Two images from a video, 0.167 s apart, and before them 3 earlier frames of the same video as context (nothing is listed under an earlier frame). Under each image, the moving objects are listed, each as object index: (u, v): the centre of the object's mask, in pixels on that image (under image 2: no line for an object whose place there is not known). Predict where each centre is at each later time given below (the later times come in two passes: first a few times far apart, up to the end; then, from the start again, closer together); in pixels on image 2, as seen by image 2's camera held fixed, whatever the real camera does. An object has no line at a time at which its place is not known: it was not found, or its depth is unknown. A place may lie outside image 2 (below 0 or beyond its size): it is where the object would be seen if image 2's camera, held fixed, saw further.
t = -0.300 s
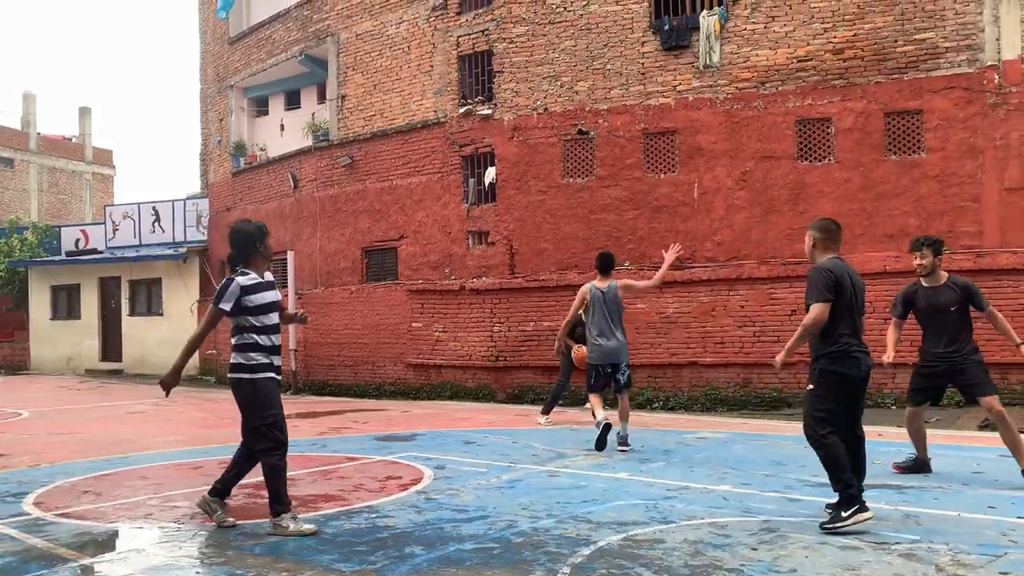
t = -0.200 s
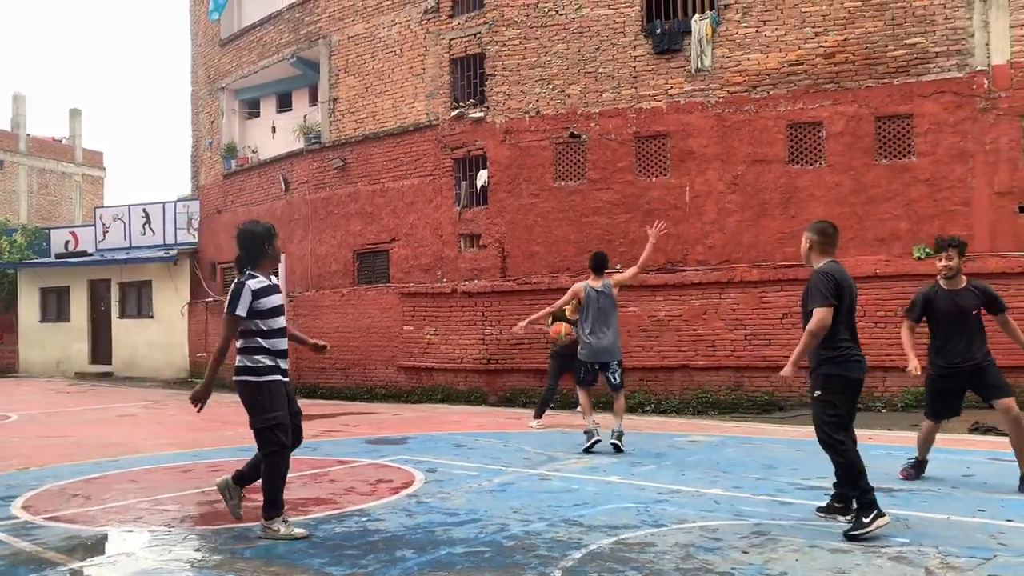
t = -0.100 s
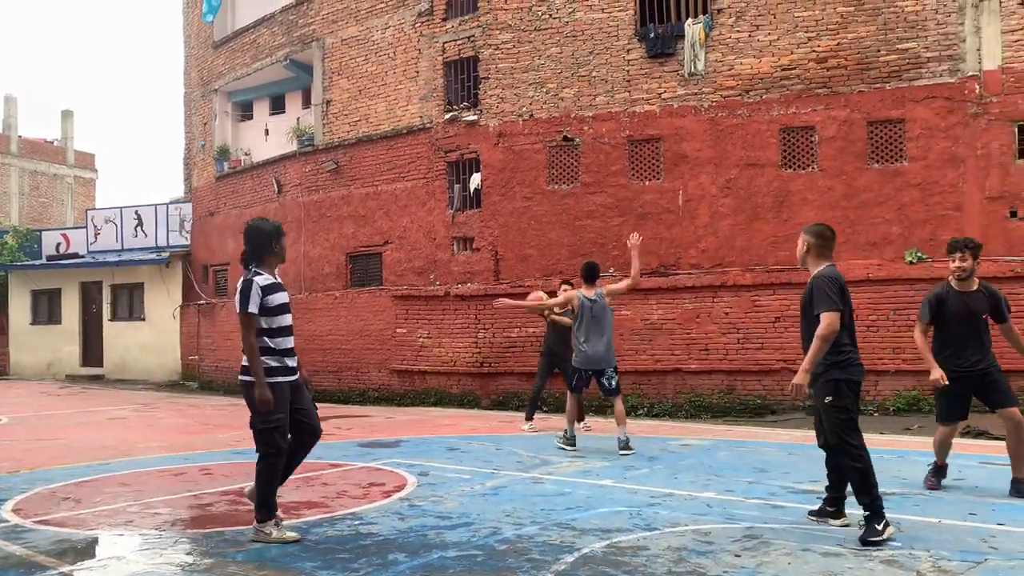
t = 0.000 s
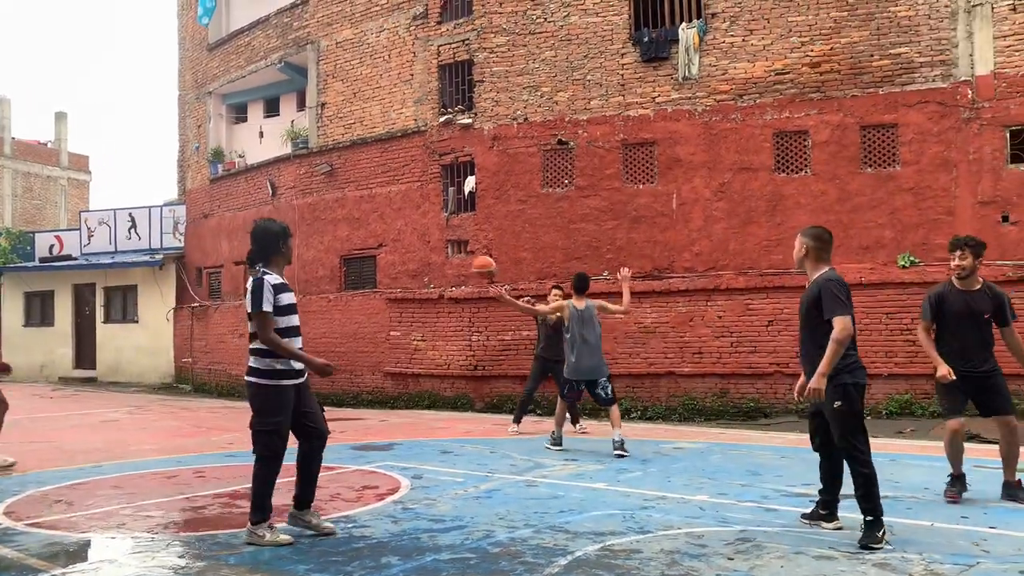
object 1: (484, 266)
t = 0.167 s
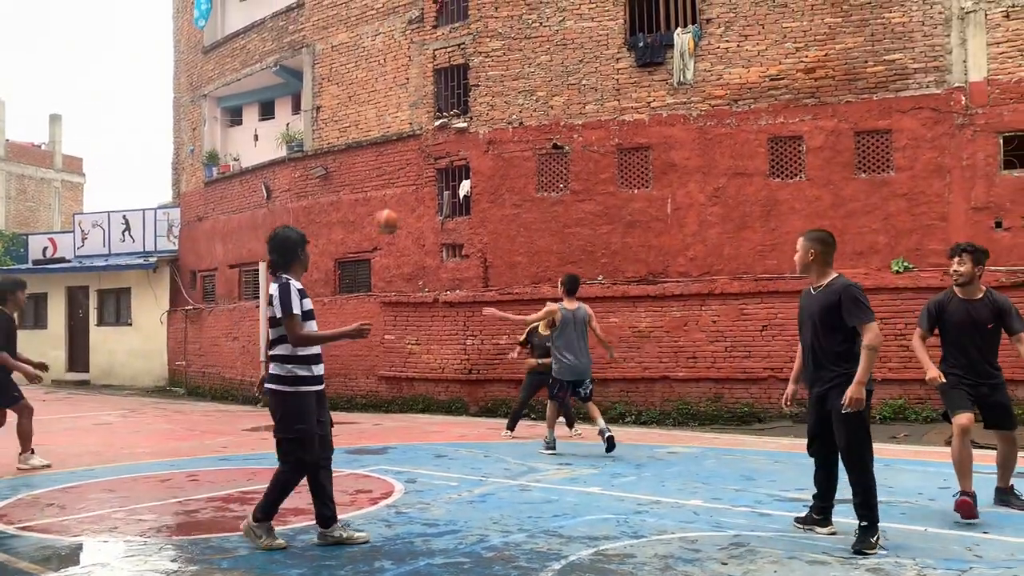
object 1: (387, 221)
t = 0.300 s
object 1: (305, 199)
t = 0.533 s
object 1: (144, 204)
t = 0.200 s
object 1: (367, 214)
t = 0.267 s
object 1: (326, 203)
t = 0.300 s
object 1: (305, 199)
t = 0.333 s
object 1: (282, 196)
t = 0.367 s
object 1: (260, 194)
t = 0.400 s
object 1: (239, 193)
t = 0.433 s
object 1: (215, 193)
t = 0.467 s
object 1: (193, 195)
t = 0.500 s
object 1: (169, 200)
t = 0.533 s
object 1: (144, 204)
